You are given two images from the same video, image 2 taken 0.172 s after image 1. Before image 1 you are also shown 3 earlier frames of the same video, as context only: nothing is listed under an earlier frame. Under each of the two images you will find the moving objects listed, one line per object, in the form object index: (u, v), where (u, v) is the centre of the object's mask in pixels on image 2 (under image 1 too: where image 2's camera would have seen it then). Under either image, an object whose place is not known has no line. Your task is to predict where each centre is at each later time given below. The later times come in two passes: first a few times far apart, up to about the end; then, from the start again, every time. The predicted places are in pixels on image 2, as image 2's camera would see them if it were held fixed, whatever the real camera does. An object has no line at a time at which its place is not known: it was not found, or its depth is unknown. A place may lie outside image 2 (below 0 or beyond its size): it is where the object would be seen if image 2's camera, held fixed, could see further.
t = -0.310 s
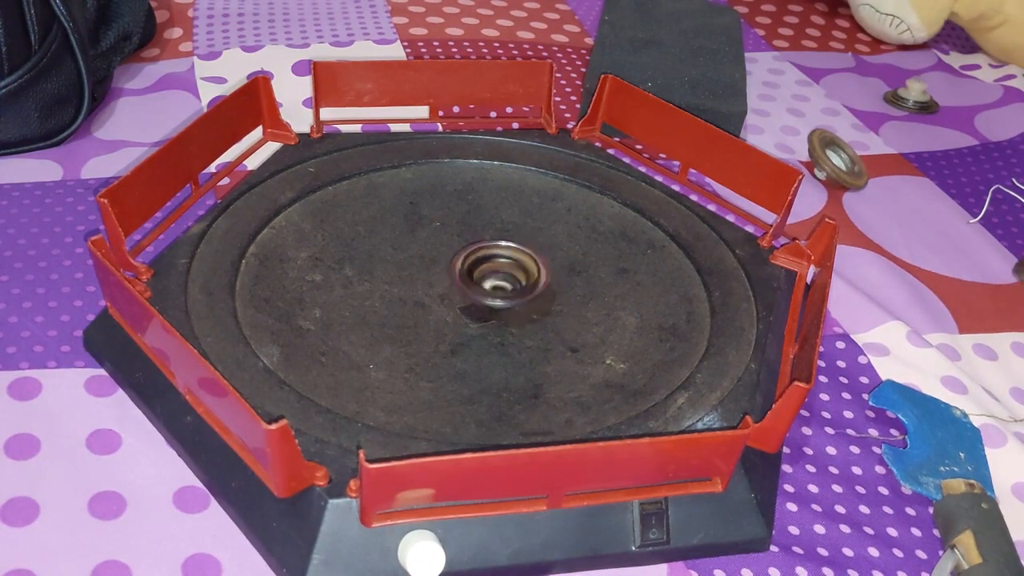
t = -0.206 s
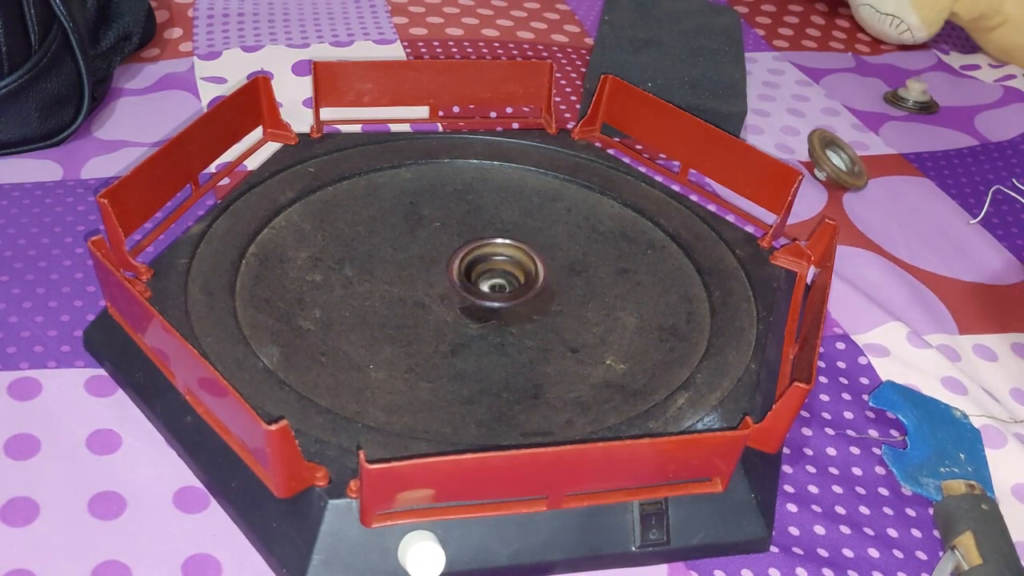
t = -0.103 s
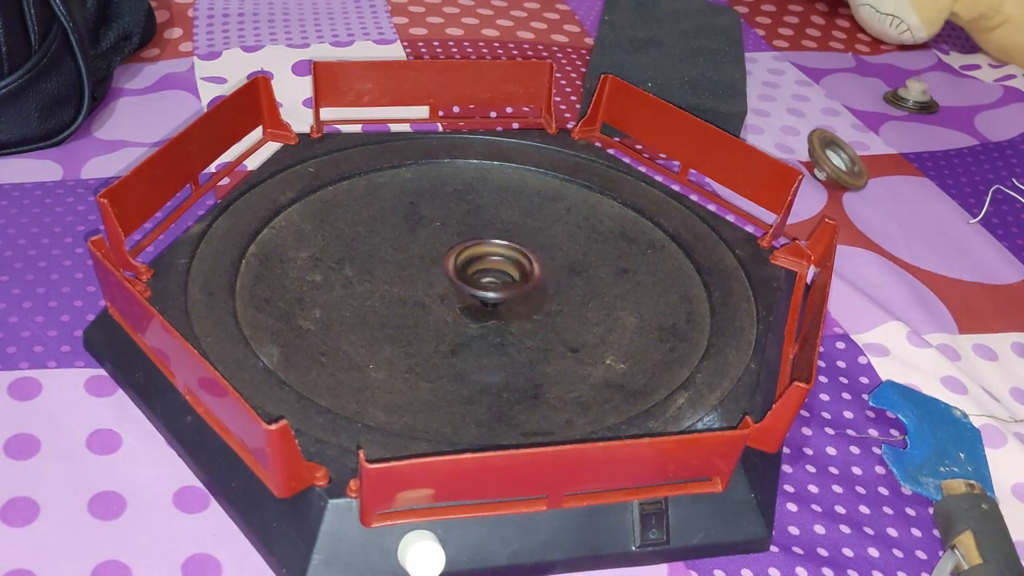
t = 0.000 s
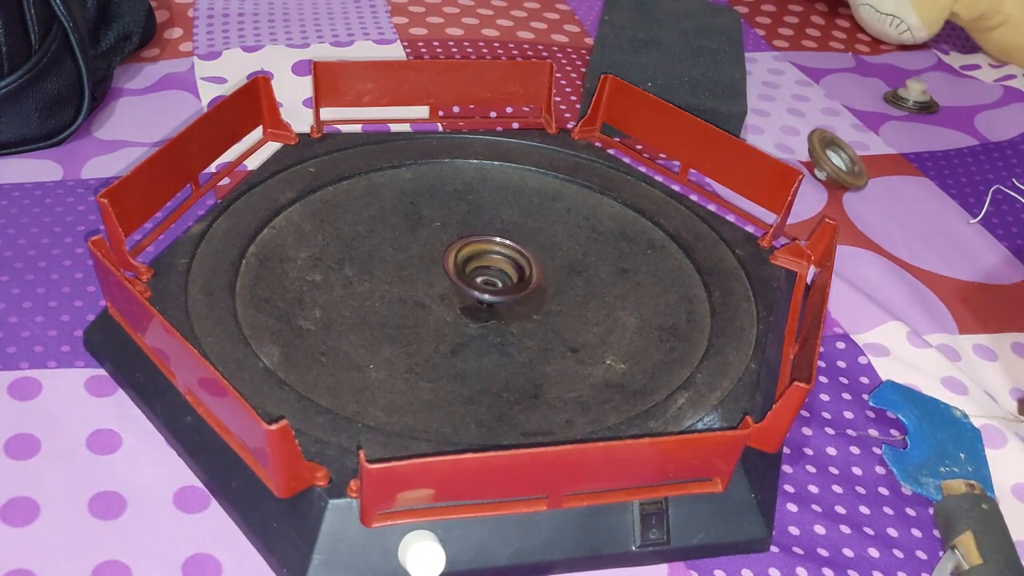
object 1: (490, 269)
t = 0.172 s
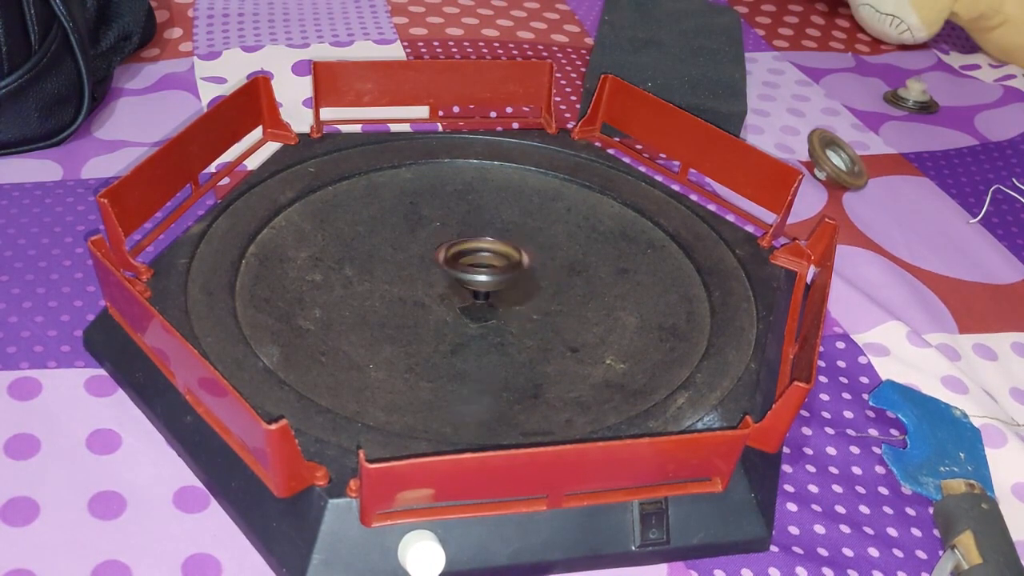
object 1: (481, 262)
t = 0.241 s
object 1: (479, 260)
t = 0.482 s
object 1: (482, 255)
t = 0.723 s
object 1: (487, 257)
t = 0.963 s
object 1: (502, 257)
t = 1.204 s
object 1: (501, 254)
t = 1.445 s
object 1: (505, 261)
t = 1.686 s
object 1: (518, 267)
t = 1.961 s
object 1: (523, 267)
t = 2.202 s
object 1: (519, 272)
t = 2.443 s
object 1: (523, 279)
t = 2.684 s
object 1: (535, 278)
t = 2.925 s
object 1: (532, 275)
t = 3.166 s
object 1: (531, 282)
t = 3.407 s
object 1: (535, 287)
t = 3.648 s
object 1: (533, 292)
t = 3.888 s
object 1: (521, 298)
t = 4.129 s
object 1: (511, 297)
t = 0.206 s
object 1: (477, 260)
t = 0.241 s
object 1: (479, 260)
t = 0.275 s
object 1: (480, 259)
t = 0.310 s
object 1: (480, 258)
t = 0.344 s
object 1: (482, 257)
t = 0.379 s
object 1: (481, 256)
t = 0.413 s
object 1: (478, 256)
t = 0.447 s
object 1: (481, 256)
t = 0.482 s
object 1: (482, 255)
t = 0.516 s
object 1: (480, 255)
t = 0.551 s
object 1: (484, 255)
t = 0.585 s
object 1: (484, 255)
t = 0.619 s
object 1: (483, 255)
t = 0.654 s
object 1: (484, 255)
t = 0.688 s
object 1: (485, 255)
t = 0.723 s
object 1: (487, 257)
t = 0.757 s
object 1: (492, 257)
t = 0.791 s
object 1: (491, 256)
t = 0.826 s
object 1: (490, 256)
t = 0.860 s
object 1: (492, 256)
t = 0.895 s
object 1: (493, 257)
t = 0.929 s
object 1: (499, 258)
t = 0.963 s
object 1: (502, 257)
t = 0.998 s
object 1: (501, 255)
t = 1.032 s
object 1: (500, 256)
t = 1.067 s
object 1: (501, 256)
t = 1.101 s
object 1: (503, 255)
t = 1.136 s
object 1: (507, 255)
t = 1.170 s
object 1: (506, 254)
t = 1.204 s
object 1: (501, 254)
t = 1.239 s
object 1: (503, 255)
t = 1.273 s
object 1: (504, 256)
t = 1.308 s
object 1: (505, 256)
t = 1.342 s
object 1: (507, 256)
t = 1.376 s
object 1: (504, 257)
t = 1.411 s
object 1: (501, 259)
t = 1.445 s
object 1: (505, 261)
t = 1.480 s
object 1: (508, 260)
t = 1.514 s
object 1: (508, 260)
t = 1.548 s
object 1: (508, 261)
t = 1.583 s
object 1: (507, 262)
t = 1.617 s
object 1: (509, 265)
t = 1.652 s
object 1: (515, 267)
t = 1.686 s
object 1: (518, 267)
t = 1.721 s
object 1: (517, 267)
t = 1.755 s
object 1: (516, 268)
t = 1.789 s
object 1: (515, 268)
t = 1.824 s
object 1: (518, 268)
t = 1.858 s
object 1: (526, 268)
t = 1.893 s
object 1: (528, 267)
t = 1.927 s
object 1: (526, 266)
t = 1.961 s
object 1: (523, 267)
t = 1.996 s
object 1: (523, 268)
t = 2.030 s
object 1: (524, 268)
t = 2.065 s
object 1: (526, 268)
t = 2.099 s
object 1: (526, 267)
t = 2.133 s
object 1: (522, 266)
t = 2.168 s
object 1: (516, 268)
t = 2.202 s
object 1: (519, 272)
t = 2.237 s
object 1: (524, 275)
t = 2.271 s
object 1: (529, 276)
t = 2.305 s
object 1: (526, 276)
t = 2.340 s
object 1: (521, 274)
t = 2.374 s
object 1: (516, 275)
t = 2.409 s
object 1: (516, 277)
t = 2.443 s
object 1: (523, 279)
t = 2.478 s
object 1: (528, 278)
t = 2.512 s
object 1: (528, 278)
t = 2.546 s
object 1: (528, 279)
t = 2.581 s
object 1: (523, 278)
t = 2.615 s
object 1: (525, 279)
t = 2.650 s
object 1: (530, 280)
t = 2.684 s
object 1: (535, 278)
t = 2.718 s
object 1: (535, 275)
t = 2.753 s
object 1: (533, 274)
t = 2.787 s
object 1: (531, 274)
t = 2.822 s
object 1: (527, 274)
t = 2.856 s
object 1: (527, 276)
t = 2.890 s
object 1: (530, 276)
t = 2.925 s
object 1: (532, 275)
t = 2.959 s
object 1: (531, 274)
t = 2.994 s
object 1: (529, 274)
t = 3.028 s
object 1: (527, 275)
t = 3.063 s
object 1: (525, 276)
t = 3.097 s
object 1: (521, 279)
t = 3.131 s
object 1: (526, 282)
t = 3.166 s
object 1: (531, 282)
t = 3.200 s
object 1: (534, 282)
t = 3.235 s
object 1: (532, 282)
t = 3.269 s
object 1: (530, 283)
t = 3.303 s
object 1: (524, 283)
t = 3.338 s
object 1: (524, 284)
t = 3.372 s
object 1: (531, 287)
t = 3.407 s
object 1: (535, 287)
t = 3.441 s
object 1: (537, 285)
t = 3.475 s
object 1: (535, 286)
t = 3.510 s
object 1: (529, 285)
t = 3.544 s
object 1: (523, 286)
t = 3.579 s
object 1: (524, 289)
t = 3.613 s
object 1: (528, 291)
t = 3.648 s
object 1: (533, 292)
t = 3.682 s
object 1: (534, 291)
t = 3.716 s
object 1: (531, 291)
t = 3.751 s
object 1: (527, 291)
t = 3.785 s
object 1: (523, 291)
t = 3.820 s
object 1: (518, 292)
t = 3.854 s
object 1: (517, 295)
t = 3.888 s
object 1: (521, 298)
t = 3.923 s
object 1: (526, 300)
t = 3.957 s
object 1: (532, 298)
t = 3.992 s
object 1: (533, 295)
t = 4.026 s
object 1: (528, 296)
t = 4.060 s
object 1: (526, 295)
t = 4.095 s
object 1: (519, 296)
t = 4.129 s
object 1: (511, 297)
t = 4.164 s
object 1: (506, 297)
